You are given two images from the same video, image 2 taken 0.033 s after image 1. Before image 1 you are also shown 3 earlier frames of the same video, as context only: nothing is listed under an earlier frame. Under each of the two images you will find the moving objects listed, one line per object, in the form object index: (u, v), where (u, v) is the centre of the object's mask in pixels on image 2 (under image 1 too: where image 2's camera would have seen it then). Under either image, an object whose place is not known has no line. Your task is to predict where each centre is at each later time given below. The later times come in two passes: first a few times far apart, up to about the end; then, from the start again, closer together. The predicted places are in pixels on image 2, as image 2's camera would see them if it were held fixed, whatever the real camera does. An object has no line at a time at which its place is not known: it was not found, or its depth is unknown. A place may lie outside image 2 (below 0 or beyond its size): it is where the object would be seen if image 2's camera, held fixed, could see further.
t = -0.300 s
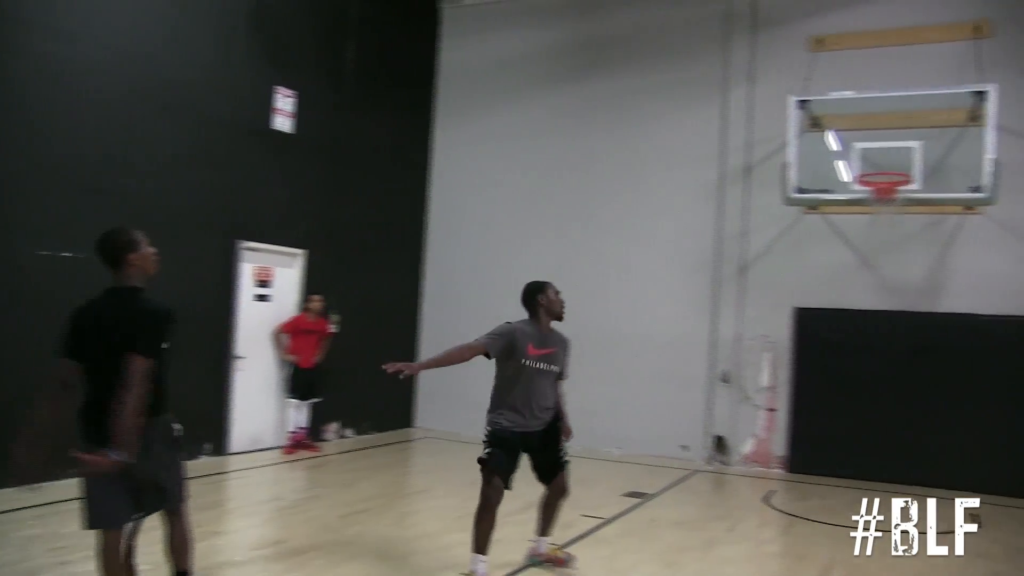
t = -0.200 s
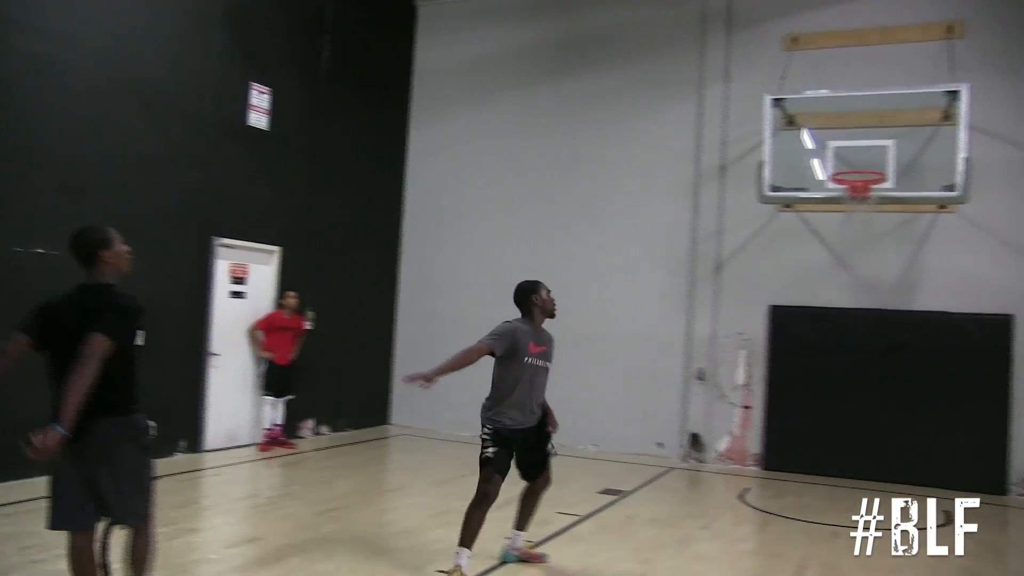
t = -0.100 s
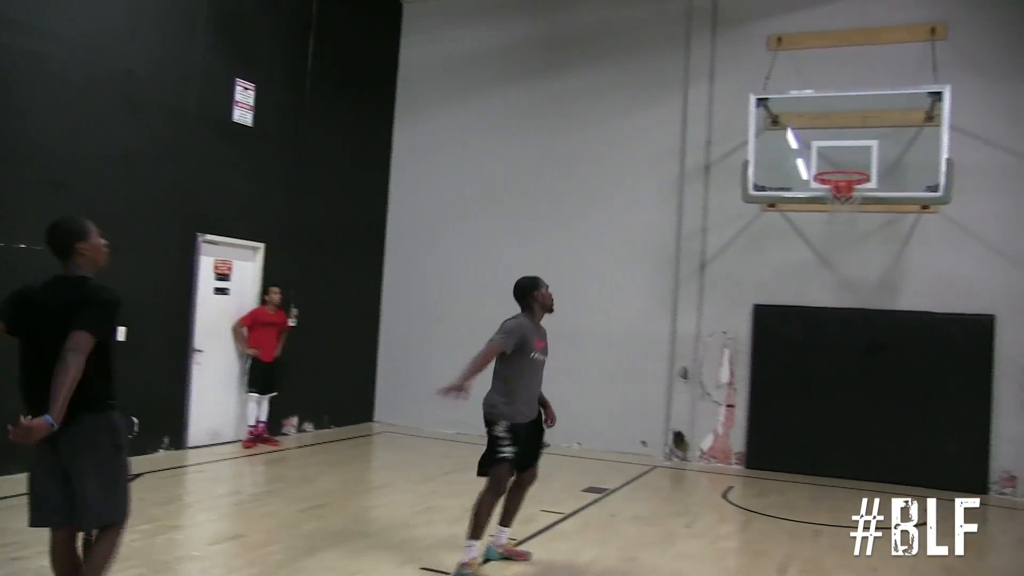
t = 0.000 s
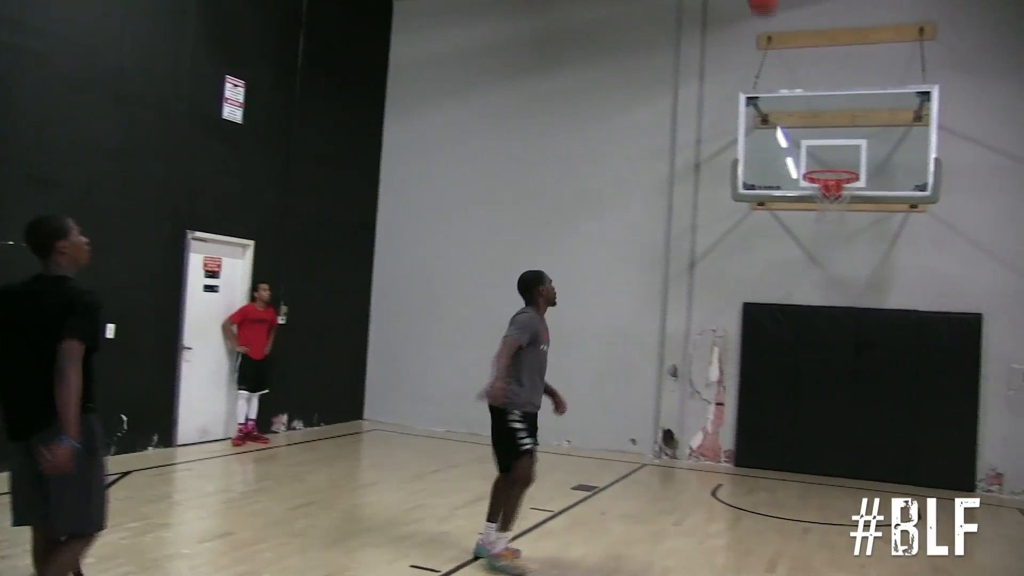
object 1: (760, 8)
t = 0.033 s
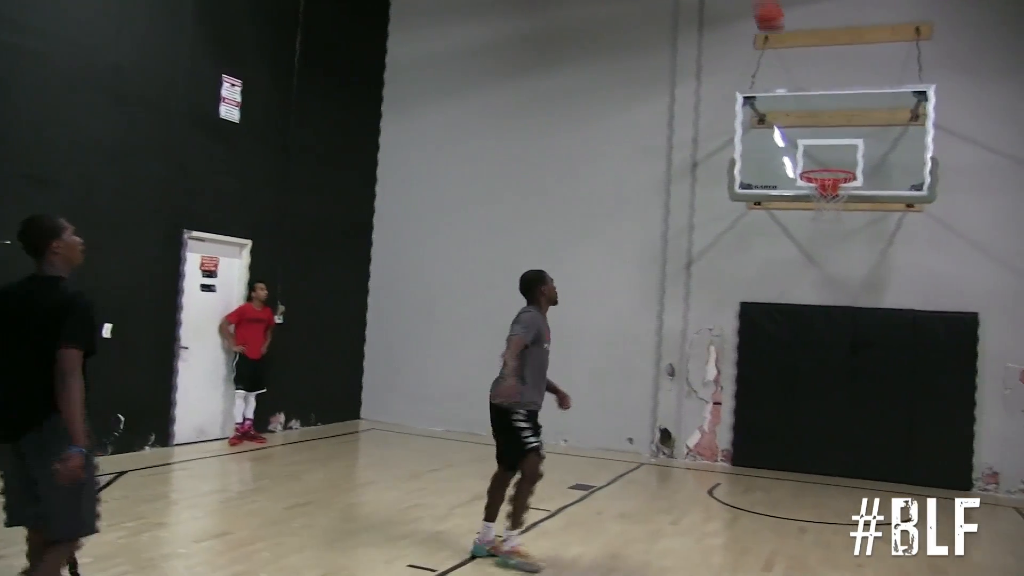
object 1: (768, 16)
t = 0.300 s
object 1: (829, 178)
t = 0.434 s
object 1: (813, 199)
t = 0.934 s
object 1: (810, 289)
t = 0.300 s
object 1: (829, 178)
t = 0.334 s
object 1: (828, 185)
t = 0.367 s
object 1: (819, 198)
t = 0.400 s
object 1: (814, 201)
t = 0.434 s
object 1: (813, 199)
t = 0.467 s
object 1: (813, 196)
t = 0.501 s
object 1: (812, 195)
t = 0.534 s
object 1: (813, 194)
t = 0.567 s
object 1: (813, 195)
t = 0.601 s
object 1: (813, 197)
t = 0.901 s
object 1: (809, 274)
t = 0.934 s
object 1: (810, 289)
